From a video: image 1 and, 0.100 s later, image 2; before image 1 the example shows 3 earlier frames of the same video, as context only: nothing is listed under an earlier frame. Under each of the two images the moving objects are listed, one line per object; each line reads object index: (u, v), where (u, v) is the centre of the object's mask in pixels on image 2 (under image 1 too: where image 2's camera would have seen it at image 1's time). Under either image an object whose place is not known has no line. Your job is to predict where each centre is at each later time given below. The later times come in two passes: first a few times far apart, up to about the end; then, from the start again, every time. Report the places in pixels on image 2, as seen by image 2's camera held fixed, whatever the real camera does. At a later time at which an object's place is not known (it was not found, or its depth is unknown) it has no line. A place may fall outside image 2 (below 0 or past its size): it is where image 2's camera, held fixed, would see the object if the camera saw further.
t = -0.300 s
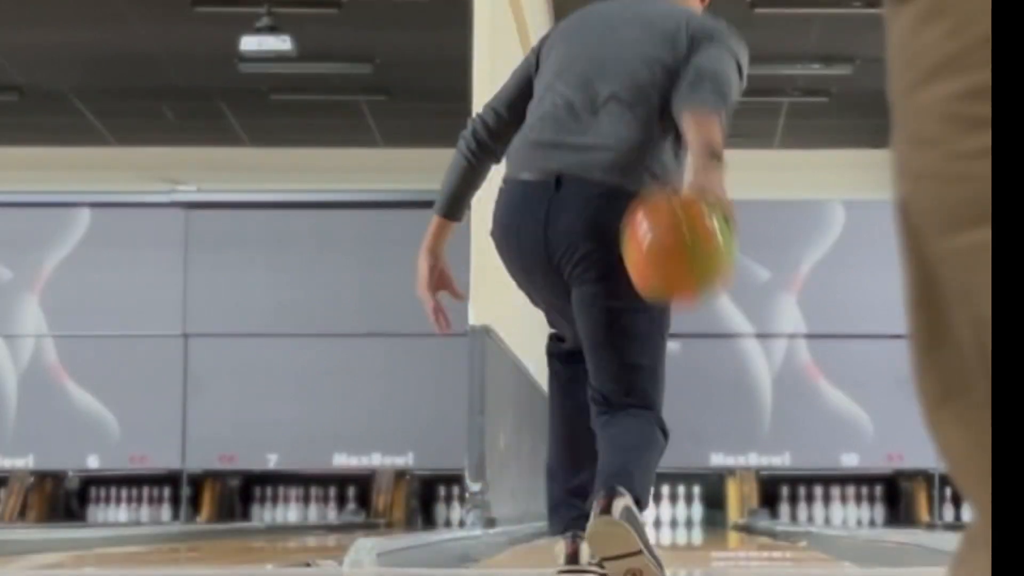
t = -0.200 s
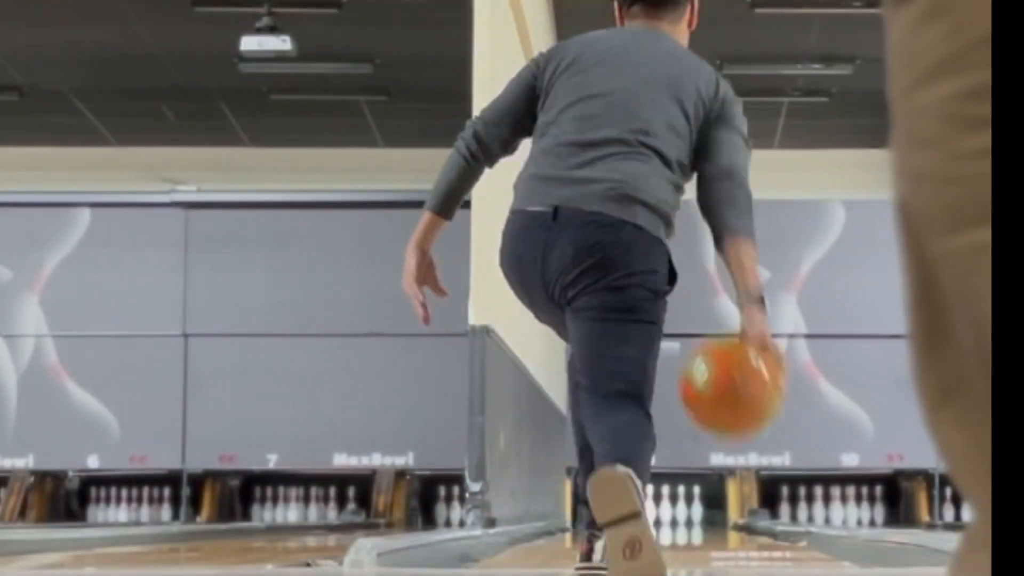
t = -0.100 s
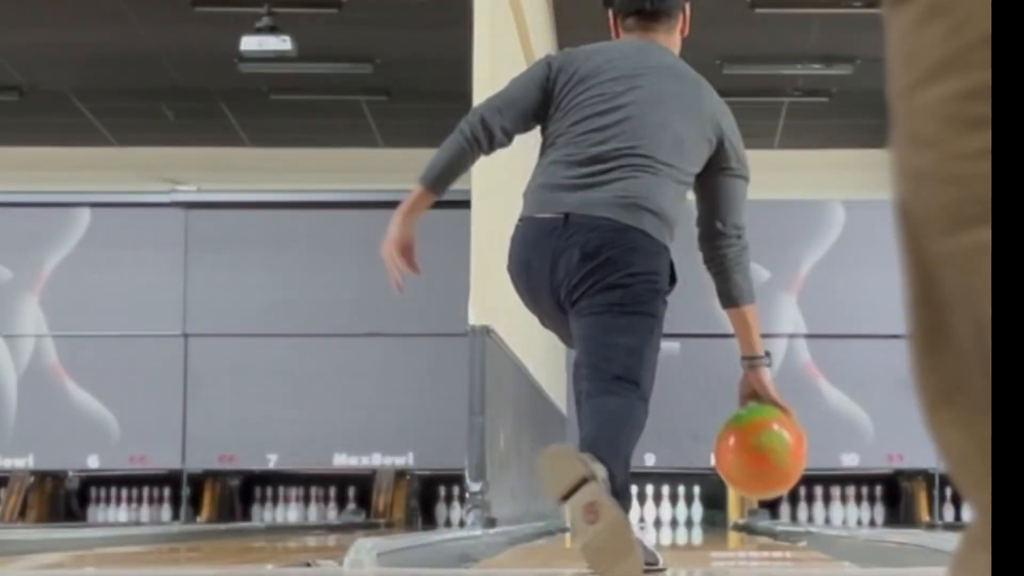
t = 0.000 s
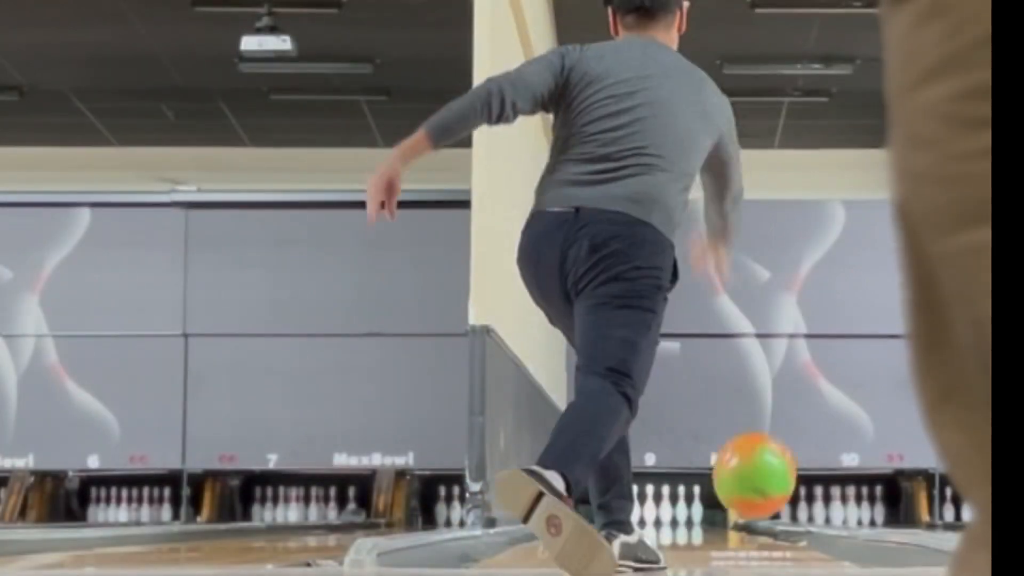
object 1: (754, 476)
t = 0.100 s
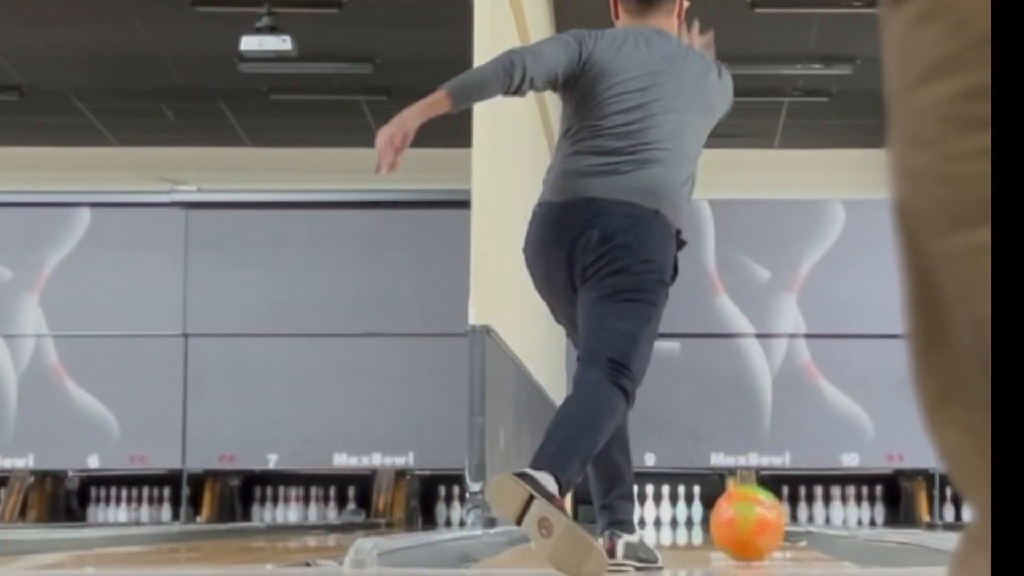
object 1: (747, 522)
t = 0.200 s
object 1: (742, 516)
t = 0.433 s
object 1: (731, 516)
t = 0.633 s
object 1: (723, 517)
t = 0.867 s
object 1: (715, 517)
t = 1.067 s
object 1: (710, 516)
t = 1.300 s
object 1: (704, 515)
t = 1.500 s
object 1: (702, 513)
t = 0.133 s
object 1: (745, 518)
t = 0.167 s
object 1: (743, 516)
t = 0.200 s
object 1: (742, 516)
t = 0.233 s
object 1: (740, 519)
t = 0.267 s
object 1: (738, 519)
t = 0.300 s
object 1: (737, 518)
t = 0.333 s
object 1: (735, 517)
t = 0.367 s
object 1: (733, 517)
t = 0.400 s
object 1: (732, 517)
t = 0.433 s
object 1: (731, 516)
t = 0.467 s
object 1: (729, 515)
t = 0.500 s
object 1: (728, 516)
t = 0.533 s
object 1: (727, 516)
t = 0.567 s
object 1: (726, 516)
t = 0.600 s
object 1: (725, 516)
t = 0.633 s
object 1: (723, 517)
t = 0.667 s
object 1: (722, 516)
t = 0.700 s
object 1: (721, 516)
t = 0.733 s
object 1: (720, 516)
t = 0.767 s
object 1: (719, 516)
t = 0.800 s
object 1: (717, 516)
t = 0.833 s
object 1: (717, 517)
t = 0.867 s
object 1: (715, 517)
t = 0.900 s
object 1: (714, 516)
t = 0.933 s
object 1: (714, 516)
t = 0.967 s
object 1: (713, 516)
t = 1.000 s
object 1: (713, 516)
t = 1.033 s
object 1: (711, 516)
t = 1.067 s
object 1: (710, 516)
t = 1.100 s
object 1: (709, 516)
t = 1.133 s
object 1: (708, 516)
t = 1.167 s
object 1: (707, 516)
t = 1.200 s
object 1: (706, 516)
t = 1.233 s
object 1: (706, 515)
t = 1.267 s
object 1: (705, 515)
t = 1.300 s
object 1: (704, 515)
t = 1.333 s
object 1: (704, 515)
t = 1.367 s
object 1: (703, 515)
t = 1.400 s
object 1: (703, 515)
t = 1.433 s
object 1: (703, 514)
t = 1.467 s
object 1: (702, 514)
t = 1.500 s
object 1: (702, 513)
